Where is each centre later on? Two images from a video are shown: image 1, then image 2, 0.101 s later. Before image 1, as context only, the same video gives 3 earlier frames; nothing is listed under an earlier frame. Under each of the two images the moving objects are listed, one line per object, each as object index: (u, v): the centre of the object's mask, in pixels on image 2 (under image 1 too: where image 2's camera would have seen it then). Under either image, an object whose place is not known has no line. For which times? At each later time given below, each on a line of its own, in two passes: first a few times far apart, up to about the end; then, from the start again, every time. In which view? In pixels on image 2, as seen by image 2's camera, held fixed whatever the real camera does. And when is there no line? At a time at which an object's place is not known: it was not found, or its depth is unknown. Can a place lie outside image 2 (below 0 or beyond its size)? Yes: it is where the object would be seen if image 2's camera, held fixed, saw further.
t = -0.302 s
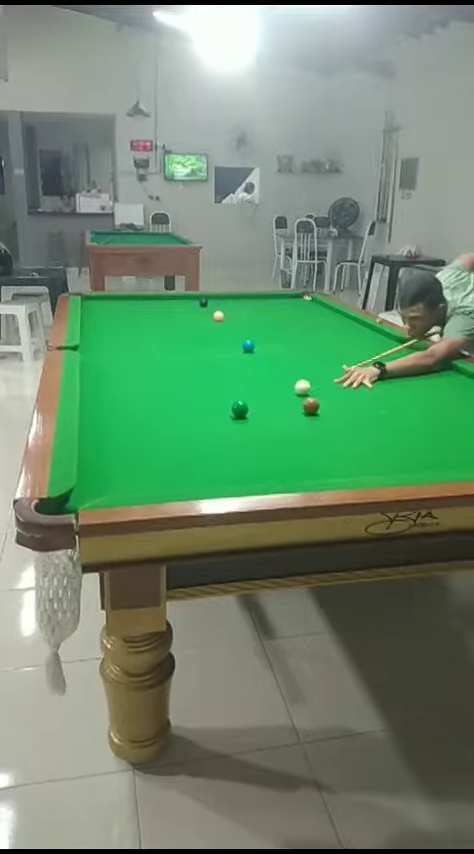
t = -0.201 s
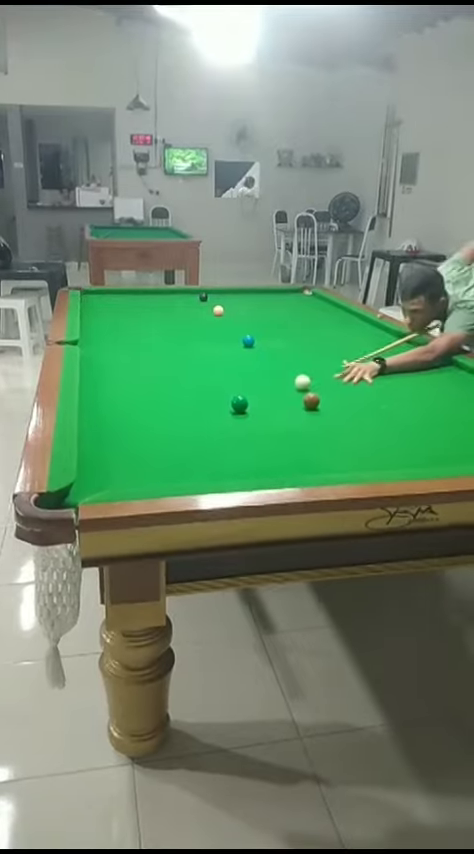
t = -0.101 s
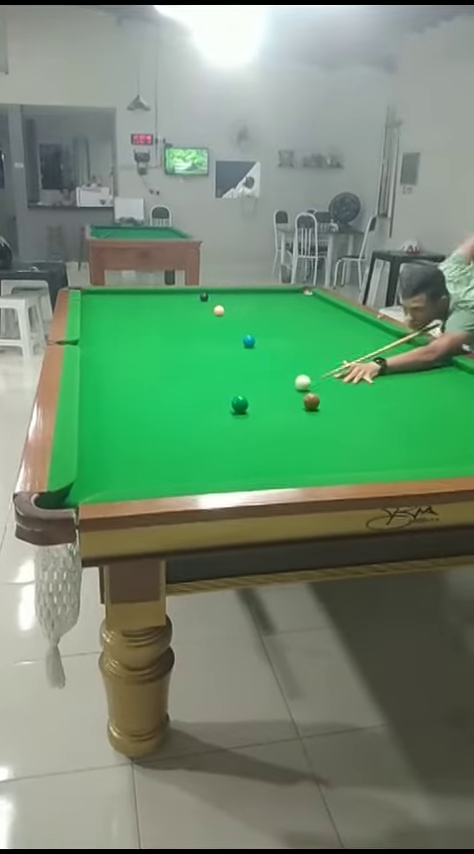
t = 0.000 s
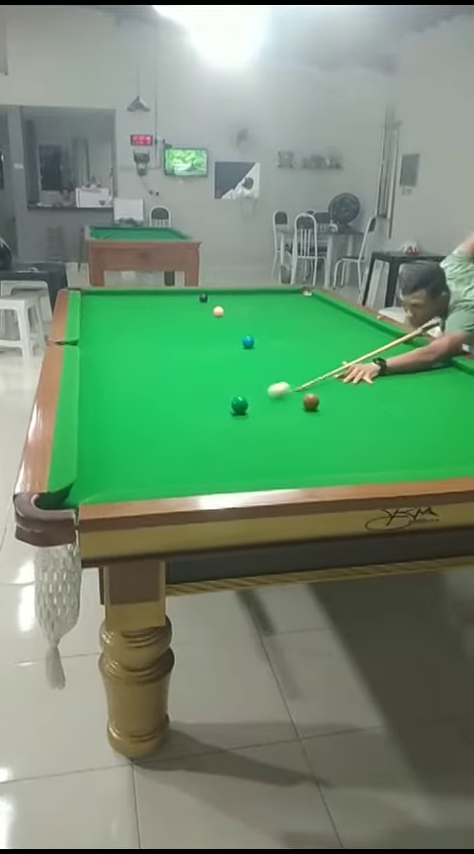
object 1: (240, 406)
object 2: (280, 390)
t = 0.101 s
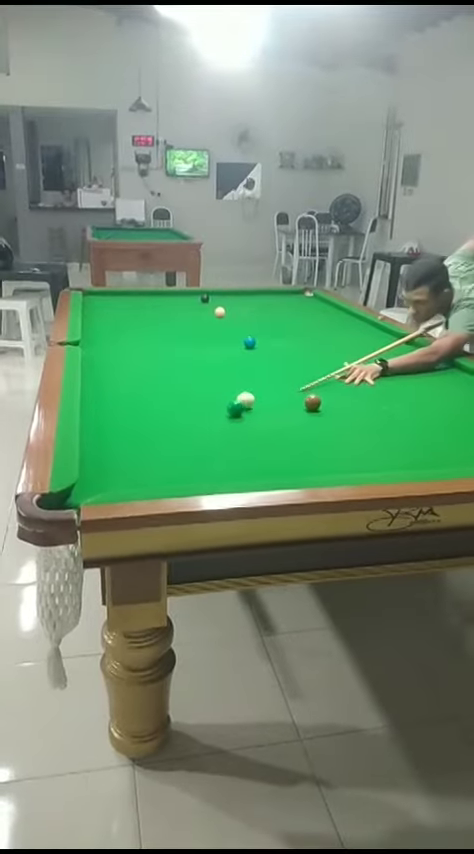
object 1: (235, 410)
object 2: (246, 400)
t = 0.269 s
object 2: (232, 397)
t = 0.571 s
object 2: (216, 392)
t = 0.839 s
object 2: (203, 387)
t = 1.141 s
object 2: (193, 384)
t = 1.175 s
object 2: (191, 383)
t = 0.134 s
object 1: (228, 414)
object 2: (242, 400)
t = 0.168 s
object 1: (219, 419)
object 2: (239, 399)
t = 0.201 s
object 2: (237, 399)
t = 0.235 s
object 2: (235, 398)
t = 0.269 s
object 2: (232, 397)
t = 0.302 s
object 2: (230, 396)
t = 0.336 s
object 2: (228, 396)
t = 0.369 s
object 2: (226, 395)
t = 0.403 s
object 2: (224, 395)
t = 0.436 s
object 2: (222, 394)
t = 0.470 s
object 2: (220, 394)
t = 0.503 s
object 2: (219, 393)
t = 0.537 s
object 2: (217, 392)
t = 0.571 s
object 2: (216, 392)
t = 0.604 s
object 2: (214, 391)
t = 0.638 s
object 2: (212, 391)
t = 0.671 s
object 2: (210, 390)
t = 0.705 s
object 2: (209, 389)
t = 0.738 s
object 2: (207, 389)
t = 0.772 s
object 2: (206, 388)
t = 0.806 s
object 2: (205, 388)
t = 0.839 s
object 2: (203, 387)
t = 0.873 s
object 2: (202, 387)
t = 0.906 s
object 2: (201, 387)
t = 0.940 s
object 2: (200, 386)
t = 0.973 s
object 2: (199, 386)
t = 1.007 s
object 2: (197, 385)
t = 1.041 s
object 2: (196, 385)
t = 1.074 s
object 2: (195, 384)
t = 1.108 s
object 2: (194, 384)
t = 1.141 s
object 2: (193, 384)
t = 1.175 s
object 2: (191, 383)
